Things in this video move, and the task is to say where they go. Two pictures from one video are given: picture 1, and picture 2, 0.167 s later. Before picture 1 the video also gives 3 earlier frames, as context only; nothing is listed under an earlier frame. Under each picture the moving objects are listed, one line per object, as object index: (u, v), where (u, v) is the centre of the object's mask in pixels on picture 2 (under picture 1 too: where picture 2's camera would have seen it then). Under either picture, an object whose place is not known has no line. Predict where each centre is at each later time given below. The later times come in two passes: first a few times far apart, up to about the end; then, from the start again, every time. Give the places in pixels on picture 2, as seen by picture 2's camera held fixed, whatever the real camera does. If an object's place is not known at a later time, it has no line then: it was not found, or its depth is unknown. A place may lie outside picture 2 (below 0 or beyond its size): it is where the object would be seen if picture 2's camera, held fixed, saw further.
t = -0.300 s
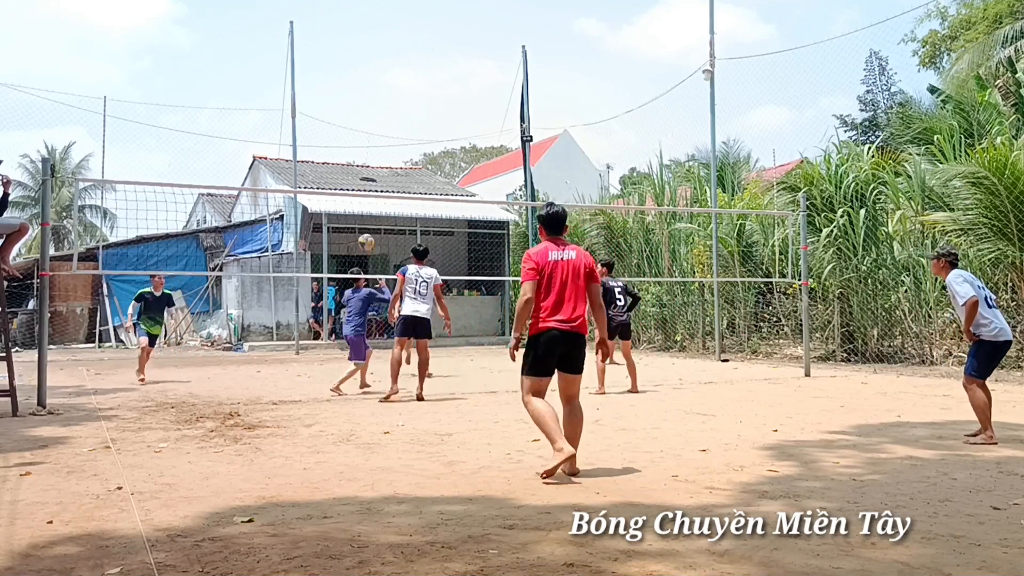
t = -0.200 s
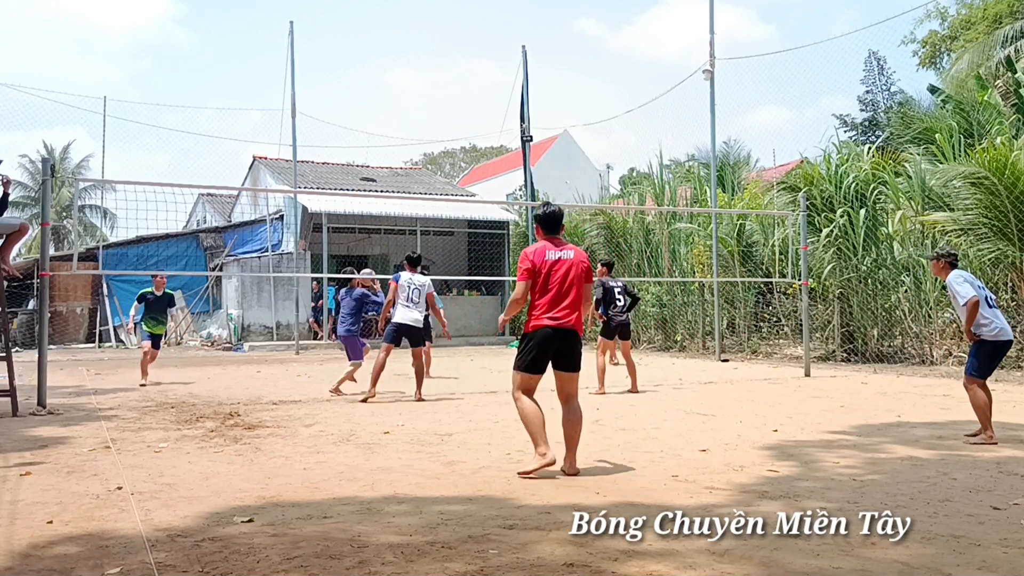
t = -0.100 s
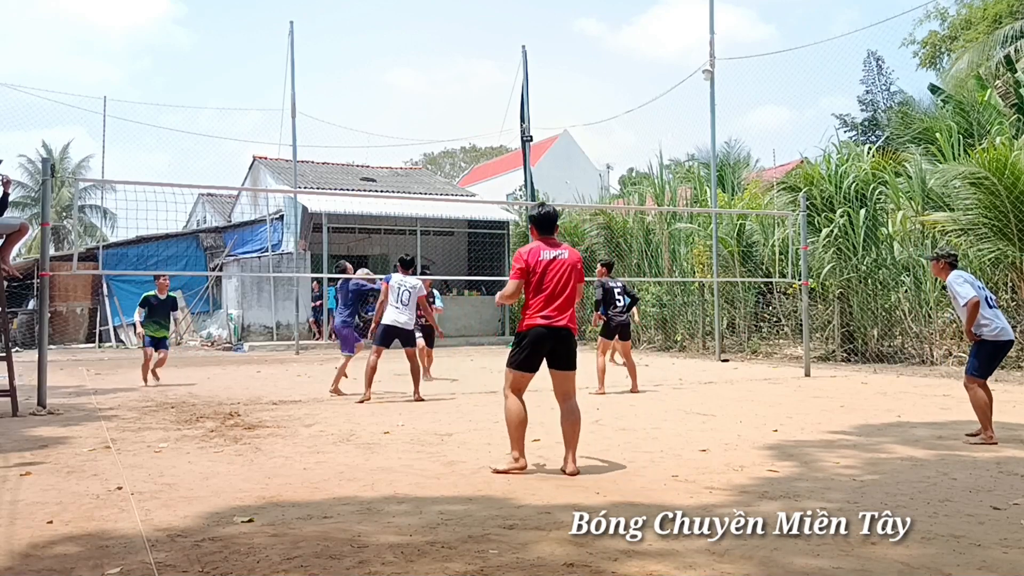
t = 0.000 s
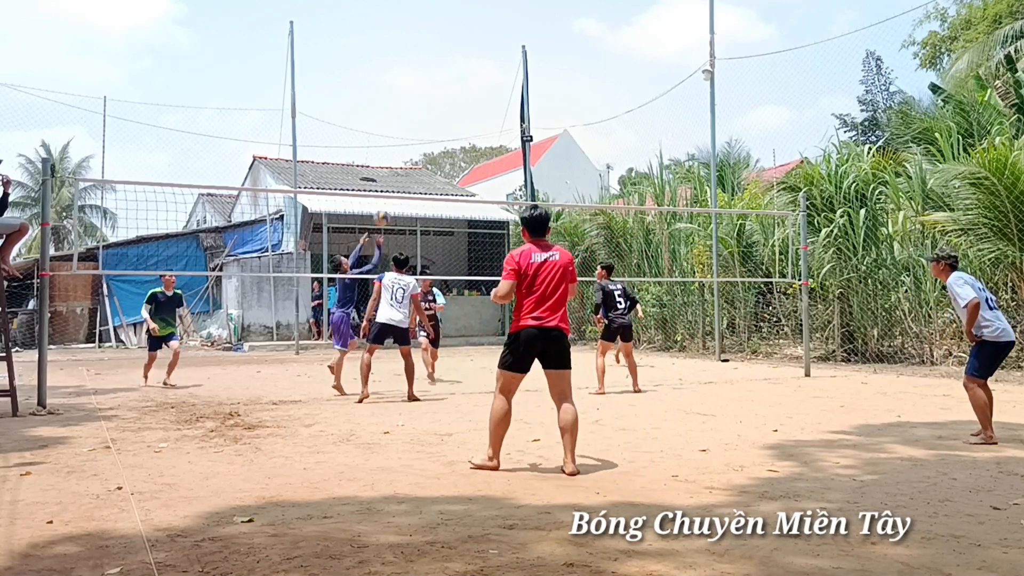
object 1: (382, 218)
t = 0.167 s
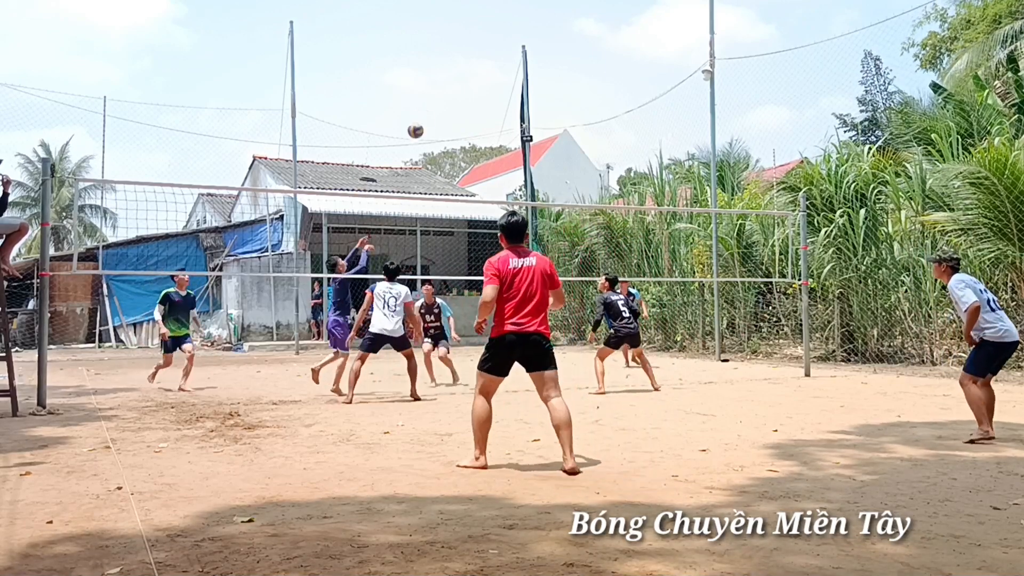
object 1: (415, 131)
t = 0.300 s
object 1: (442, 79)
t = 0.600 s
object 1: (501, 16)
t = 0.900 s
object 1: (555, 21)
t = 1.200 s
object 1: (608, 87)
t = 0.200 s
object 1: (422, 116)
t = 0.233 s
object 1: (429, 103)
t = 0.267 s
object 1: (435, 90)
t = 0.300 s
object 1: (442, 79)
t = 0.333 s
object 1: (449, 68)
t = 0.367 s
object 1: (456, 59)
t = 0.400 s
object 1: (462, 50)
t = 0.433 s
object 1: (468, 42)
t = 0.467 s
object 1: (475, 35)
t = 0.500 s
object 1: (481, 29)
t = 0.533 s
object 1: (488, 23)
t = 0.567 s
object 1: (494, 19)
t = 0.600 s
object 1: (501, 16)
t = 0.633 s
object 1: (507, 13)
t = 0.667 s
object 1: (513, 11)
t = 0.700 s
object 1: (519, 10)
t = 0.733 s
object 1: (525, 10)
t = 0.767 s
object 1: (531, 10)
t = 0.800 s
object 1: (538, 12)
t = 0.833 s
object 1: (544, 14)
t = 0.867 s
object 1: (550, 17)
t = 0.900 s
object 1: (555, 21)
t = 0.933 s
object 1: (561, 25)
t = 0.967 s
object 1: (567, 31)
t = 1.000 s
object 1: (573, 37)
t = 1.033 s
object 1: (579, 43)
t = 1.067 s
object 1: (585, 51)
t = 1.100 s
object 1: (591, 59)
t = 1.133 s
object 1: (597, 68)
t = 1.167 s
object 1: (602, 77)
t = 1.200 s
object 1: (608, 87)
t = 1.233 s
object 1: (613, 98)
